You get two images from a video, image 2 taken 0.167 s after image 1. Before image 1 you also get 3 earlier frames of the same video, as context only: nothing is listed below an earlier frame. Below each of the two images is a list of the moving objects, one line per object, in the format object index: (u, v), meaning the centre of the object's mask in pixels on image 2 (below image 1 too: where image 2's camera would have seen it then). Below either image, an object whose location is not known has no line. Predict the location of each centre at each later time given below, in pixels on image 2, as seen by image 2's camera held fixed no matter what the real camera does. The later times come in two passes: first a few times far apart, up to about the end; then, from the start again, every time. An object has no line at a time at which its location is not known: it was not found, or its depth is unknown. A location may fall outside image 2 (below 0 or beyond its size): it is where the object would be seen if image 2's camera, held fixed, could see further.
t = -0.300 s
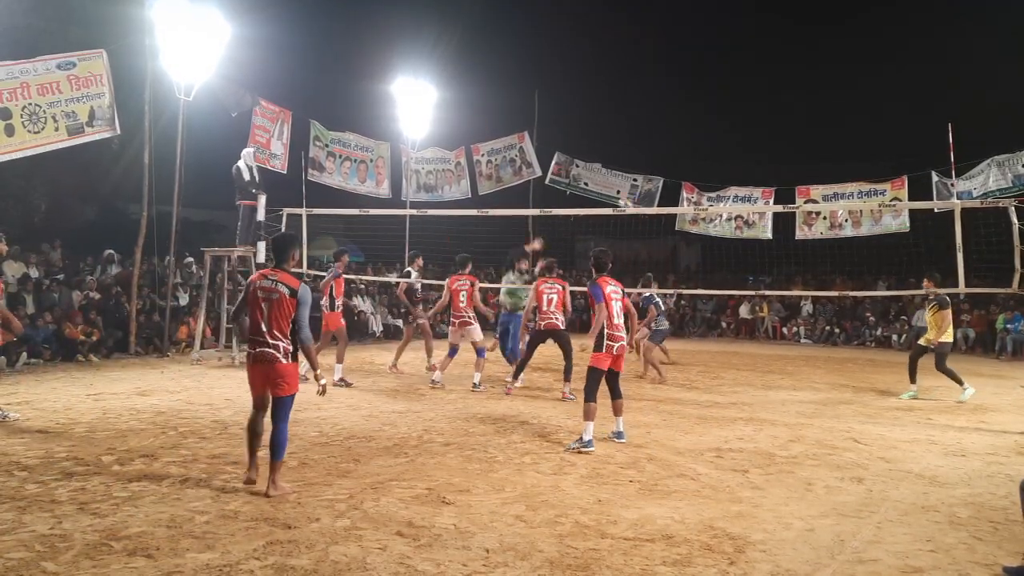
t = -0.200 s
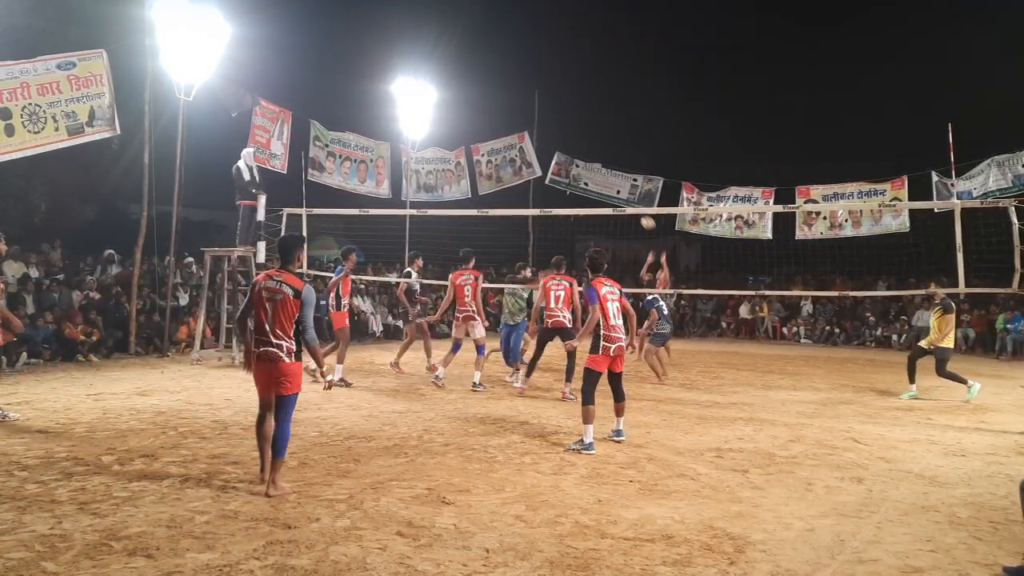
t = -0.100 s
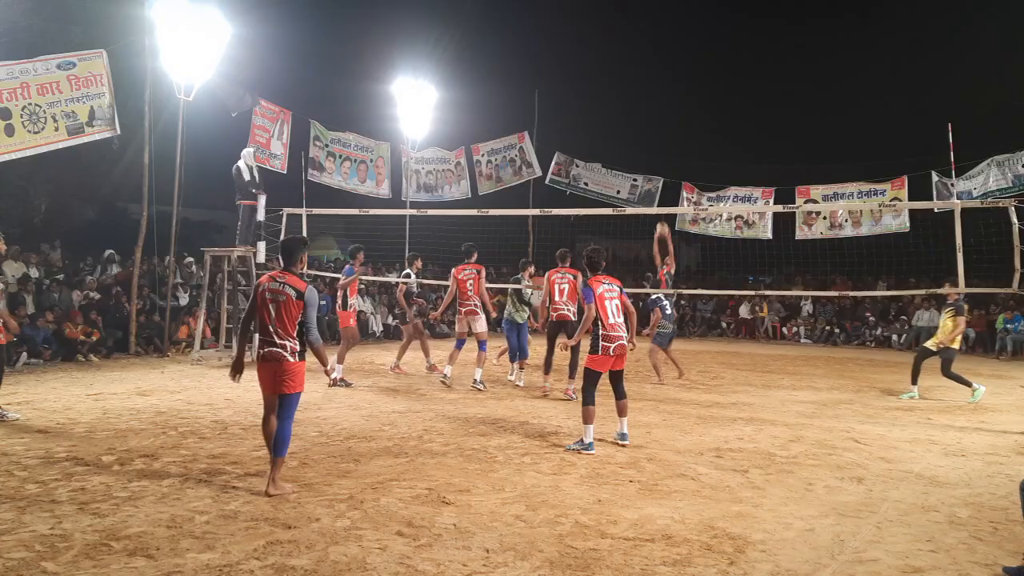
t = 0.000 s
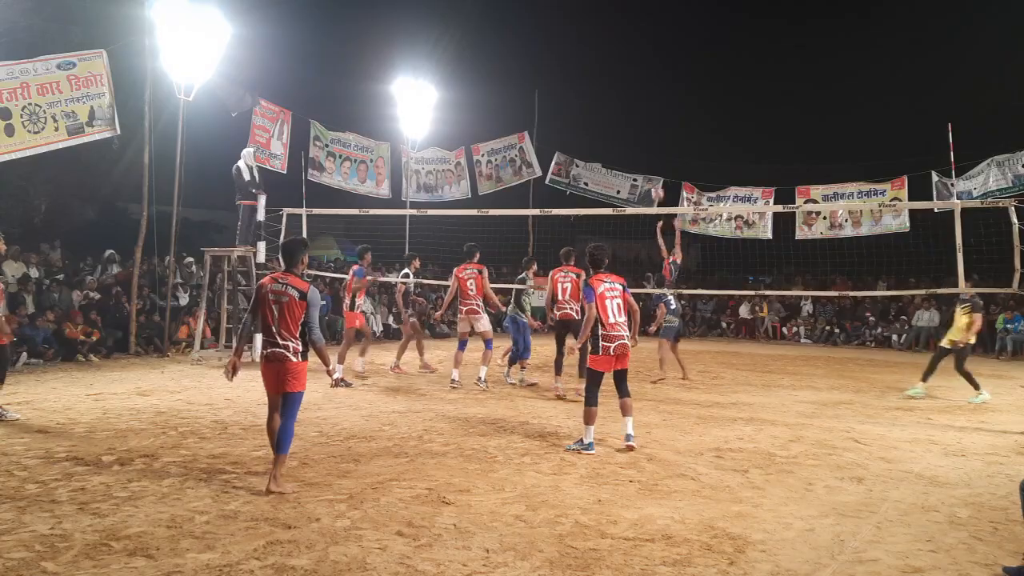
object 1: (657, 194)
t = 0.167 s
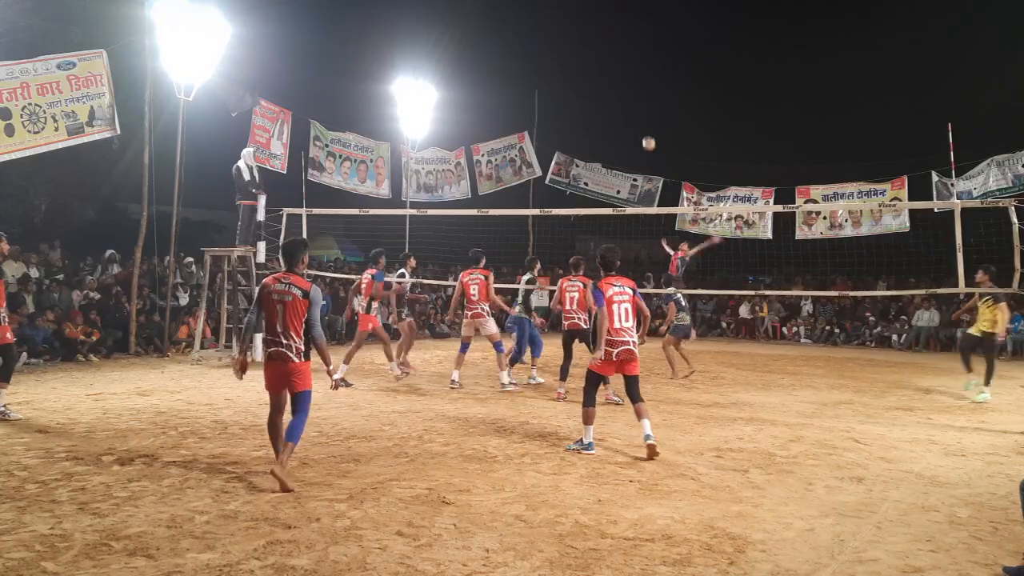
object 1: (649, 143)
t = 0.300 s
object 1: (641, 114)
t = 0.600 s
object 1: (621, 84)
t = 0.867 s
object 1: (601, 103)
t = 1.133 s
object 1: (581, 171)
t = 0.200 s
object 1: (647, 135)
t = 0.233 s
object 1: (645, 127)
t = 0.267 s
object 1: (643, 120)
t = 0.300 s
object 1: (641, 114)
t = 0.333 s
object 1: (639, 108)
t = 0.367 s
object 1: (637, 103)
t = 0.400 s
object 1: (634, 98)
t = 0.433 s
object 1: (632, 94)
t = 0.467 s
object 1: (630, 91)
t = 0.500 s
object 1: (628, 88)
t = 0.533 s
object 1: (625, 86)
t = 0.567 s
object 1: (623, 85)
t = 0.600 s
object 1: (621, 84)
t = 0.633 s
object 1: (618, 84)
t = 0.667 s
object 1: (616, 84)
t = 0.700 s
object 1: (614, 85)
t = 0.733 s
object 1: (611, 88)
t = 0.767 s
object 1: (609, 90)
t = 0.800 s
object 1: (607, 94)
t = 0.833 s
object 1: (604, 98)
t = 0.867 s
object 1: (601, 103)
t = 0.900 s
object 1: (599, 109)
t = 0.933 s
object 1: (596, 115)
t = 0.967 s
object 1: (594, 123)
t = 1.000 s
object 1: (591, 131)
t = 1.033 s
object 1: (588, 140)
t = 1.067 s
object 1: (586, 150)
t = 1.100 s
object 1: (583, 159)
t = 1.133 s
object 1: (581, 171)
